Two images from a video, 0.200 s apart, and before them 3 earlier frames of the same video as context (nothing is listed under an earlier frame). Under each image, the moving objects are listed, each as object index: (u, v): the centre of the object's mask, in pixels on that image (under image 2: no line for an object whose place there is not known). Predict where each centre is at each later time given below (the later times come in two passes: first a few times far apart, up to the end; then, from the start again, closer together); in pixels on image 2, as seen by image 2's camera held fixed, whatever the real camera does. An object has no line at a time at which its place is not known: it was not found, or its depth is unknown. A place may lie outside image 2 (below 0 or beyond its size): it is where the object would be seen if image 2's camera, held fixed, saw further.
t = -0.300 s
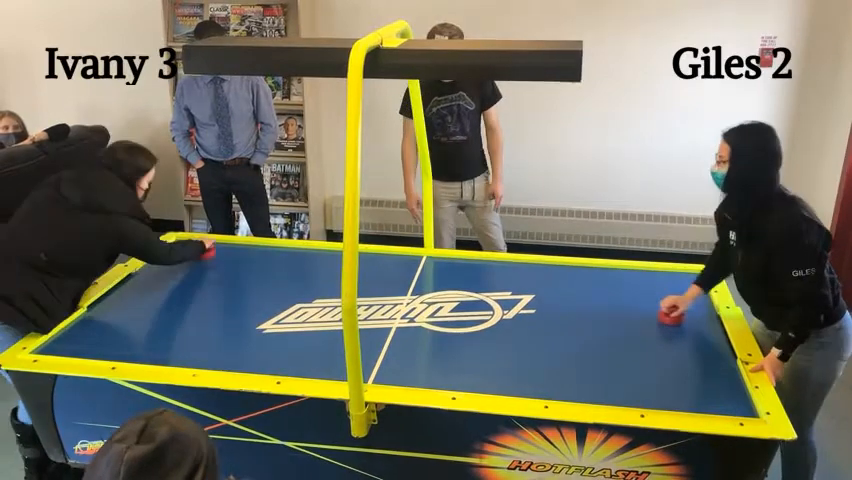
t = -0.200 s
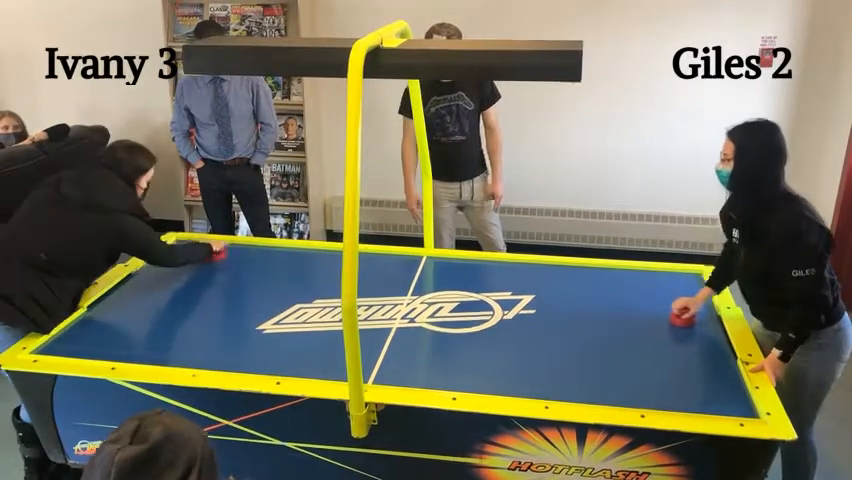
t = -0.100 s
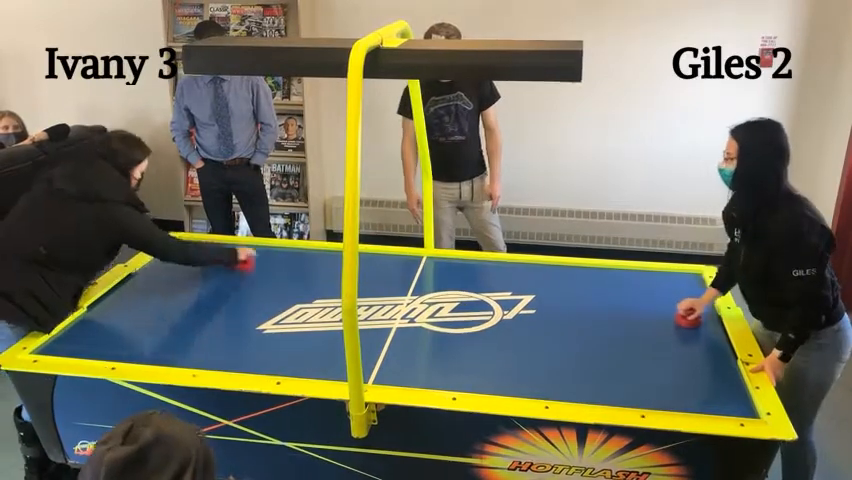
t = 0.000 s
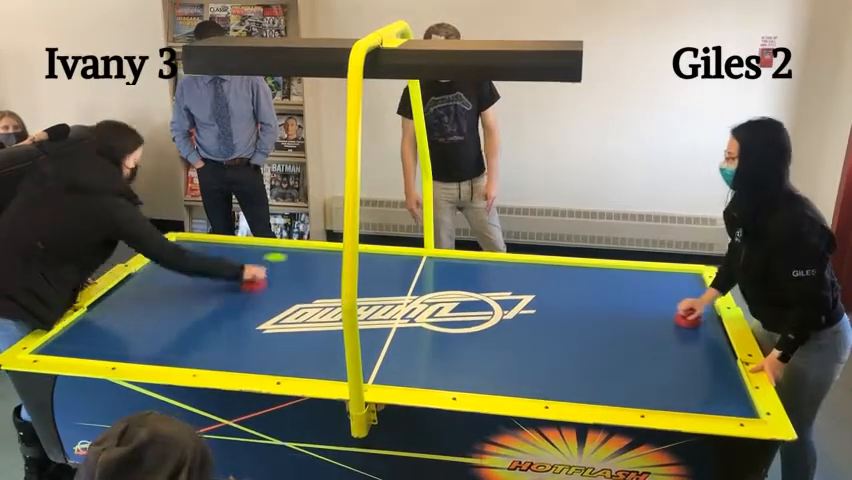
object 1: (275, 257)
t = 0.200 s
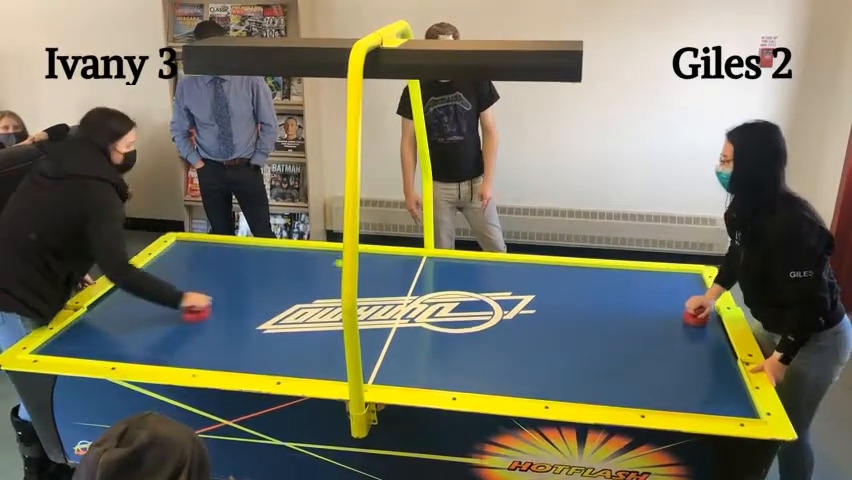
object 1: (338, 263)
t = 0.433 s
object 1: (430, 271)
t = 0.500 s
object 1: (453, 273)
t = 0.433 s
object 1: (430, 271)
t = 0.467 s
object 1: (442, 272)
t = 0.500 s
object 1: (453, 273)
